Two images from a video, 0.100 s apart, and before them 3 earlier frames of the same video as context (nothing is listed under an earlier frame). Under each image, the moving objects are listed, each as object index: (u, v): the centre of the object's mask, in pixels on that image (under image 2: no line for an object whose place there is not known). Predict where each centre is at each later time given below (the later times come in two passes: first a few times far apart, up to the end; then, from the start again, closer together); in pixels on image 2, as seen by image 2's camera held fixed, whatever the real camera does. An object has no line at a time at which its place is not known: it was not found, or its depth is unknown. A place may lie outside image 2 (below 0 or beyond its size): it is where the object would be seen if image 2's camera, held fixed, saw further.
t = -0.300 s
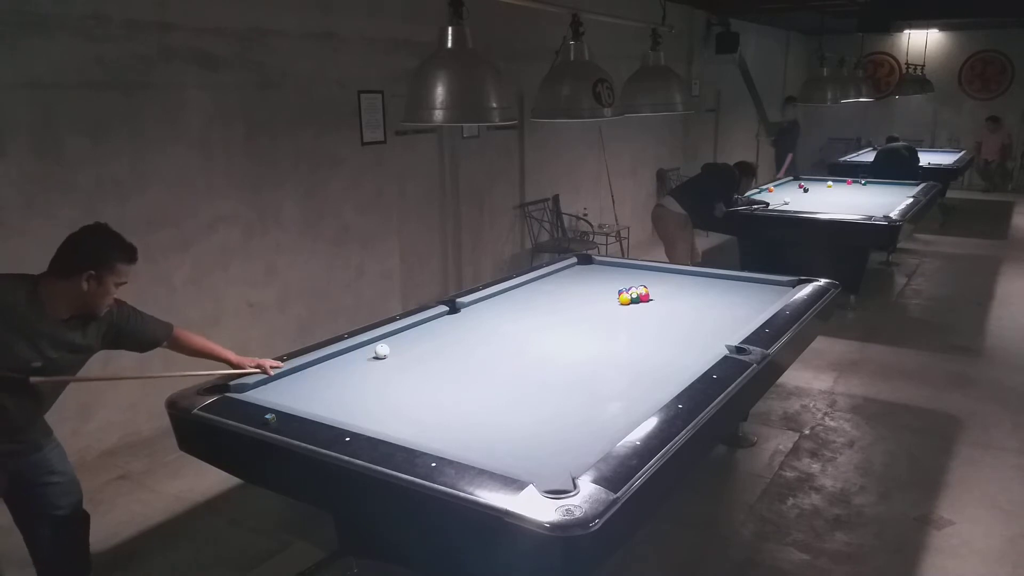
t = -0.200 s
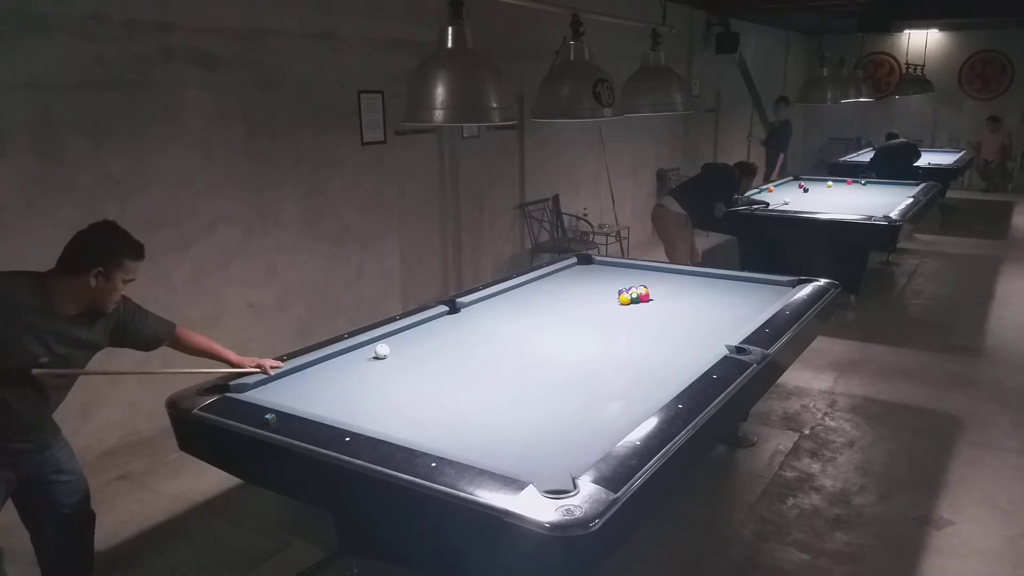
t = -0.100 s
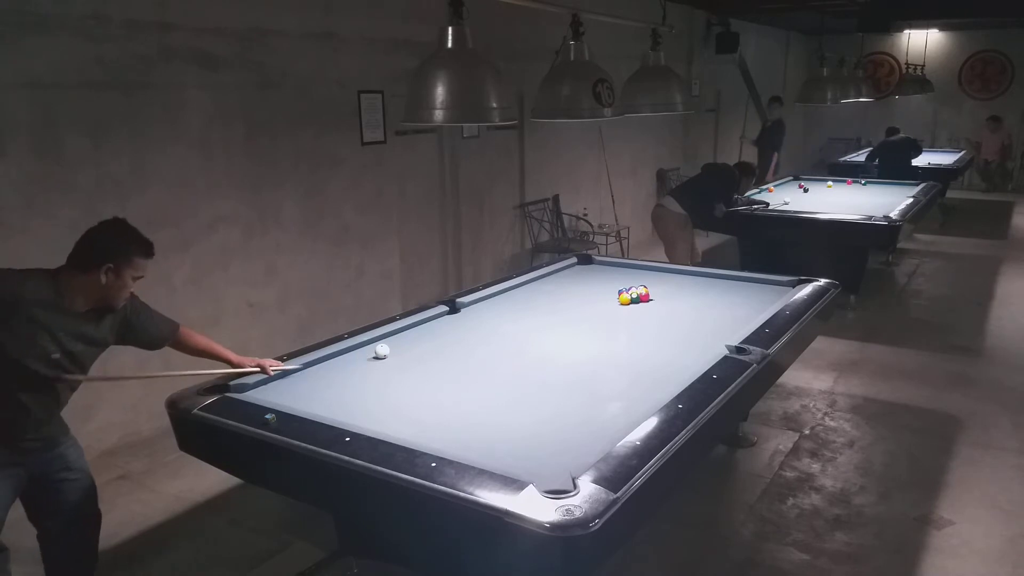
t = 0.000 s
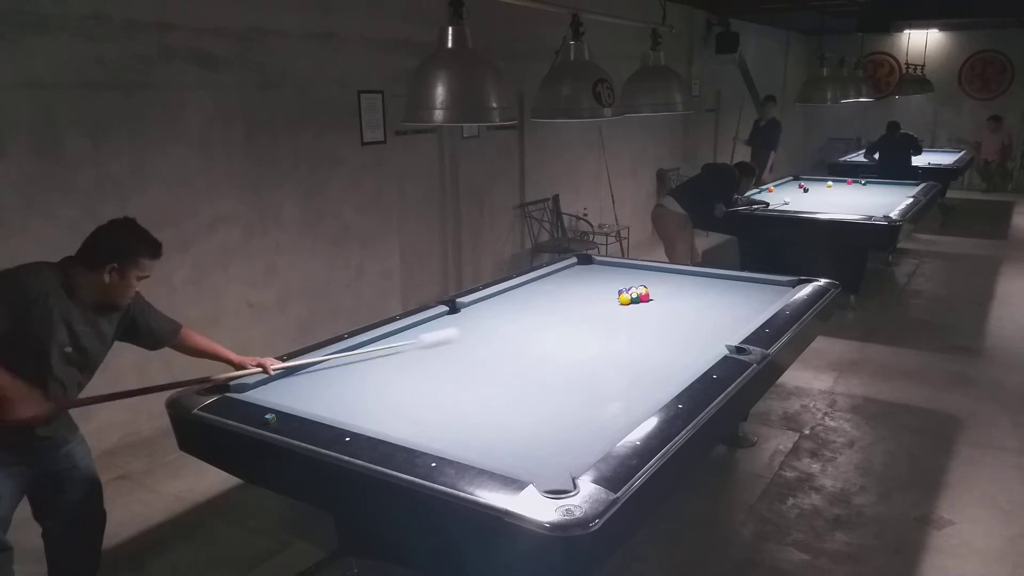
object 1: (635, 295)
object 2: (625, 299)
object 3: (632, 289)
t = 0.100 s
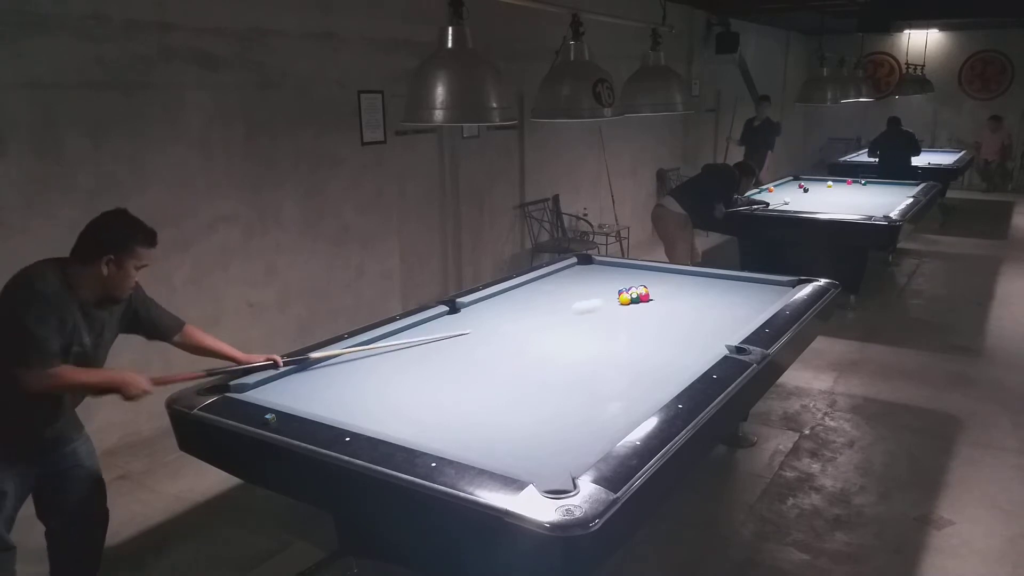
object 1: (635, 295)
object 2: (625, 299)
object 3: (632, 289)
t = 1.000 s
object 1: (713, 293)
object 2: (717, 346)
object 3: (652, 273)
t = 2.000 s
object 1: (784, 288)
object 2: (630, 378)
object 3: (599, 286)
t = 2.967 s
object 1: (789, 284)
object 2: (543, 411)
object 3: (553, 297)
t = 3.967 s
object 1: (789, 285)
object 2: (484, 452)
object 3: (511, 307)
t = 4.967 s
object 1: (790, 285)
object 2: (534, 426)
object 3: (479, 314)
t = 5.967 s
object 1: (790, 285)
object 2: (561, 411)
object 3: (460, 317)
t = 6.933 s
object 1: (790, 285)
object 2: (569, 406)
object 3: (455, 318)
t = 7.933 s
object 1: (790, 285)
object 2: (569, 406)
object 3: (454, 318)
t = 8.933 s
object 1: (790, 285)
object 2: (569, 406)
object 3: (454, 318)
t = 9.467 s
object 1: (790, 285)
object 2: (569, 406)
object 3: (455, 317)
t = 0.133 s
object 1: (635, 295)
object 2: (626, 299)
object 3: (632, 289)
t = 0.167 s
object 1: (640, 297)
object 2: (630, 300)
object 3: (636, 288)
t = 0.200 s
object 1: (644, 297)
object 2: (634, 302)
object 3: (638, 287)
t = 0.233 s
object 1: (646, 296)
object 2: (637, 304)
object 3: (640, 287)
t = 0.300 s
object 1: (652, 296)
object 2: (644, 307)
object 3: (642, 285)
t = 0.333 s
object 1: (655, 296)
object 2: (646, 309)
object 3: (644, 284)
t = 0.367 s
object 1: (659, 296)
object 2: (650, 311)
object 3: (645, 283)
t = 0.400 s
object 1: (662, 296)
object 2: (653, 313)
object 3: (647, 281)
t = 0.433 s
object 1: (665, 295)
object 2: (656, 314)
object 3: (648, 281)
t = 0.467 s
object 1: (668, 295)
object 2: (659, 316)
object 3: (650, 279)
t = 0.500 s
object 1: (671, 295)
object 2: (663, 318)
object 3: (651, 278)
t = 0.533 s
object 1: (674, 295)
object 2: (666, 320)
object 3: (653, 277)
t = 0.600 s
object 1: (679, 295)
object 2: (673, 323)
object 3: (655, 275)
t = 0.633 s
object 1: (682, 294)
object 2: (676, 325)
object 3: (657, 274)
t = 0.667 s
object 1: (685, 294)
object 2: (680, 327)
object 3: (658, 273)
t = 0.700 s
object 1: (688, 294)
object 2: (683, 329)
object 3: (659, 272)
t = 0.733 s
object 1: (691, 294)
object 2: (687, 331)
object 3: (661, 272)
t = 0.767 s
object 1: (694, 294)
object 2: (691, 332)
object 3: (662, 270)
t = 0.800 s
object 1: (696, 294)
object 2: (694, 334)
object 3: (662, 270)
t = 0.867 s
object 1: (702, 293)
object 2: (702, 338)
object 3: (659, 271)
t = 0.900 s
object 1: (705, 293)
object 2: (706, 340)
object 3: (657, 271)
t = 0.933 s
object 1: (708, 293)
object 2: (710, 342)
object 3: (656, 271)
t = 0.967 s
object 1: (710, 293)
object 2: (714, 344)
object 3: (653, 272)
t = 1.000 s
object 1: (713, 293)
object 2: (717, 346)
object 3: (652, 273)
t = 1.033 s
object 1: (716, 292)
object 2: (715, 346)
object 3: (650, 273)
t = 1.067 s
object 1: (718, 292)
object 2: (711, 348)
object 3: (648, 273)
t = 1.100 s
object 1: (721, 292)
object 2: (709, 349)
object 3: (646, 274)
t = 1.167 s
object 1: (726, 292)
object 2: (703, 351)
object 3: (643, 275)
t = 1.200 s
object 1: (729, 292)
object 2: (700, 352)
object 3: (641, 275)
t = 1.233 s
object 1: (731, 292)
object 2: (697, 353)
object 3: (639, 276)
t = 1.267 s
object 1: (734, 291)
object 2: (695, 355)
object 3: (637, 276)
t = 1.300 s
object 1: (736, 291)
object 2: (692, 356)
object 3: (636, 276)
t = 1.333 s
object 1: (739, 291)
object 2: (689, 357)
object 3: (634, 277)
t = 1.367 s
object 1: (741, 291)
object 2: (686, 358)
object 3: (632, 278)
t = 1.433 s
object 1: (746, 291)
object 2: (680, 360)
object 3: (629, 278)
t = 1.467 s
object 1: (748, 290)
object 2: (677, 361)
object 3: (627, 279)
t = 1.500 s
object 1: (751, 290)
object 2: (674, 362)
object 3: (625, 279)
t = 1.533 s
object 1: (753, 290)
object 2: (671, 363)
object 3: (623, 280)
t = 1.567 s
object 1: (755, 290)
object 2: (669, 364)
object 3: (622, 280)
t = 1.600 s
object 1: (758, 290)
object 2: (666, 365)
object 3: (620, 281)
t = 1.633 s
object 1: (760, 290)
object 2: (663, 367)
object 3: (618, 281)
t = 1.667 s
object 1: (762, 289)
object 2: (660, 367)
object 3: (617, 281)
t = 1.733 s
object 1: (766, 288)
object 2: (654, 369)
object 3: (613, 282)
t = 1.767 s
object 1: (769, 288)
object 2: (651, 371)
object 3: (611, 283)
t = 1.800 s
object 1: (772, 288)
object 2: (648, 371)
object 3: (609, 283)
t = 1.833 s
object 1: (774, 289)
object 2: (645, 373)
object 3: (608, 284)
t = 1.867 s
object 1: (775, 289)
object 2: (642, 374)
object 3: (606, 284)
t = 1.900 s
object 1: (777, 288)
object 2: (639, 375)
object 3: (605, 284)
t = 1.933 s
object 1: (779, 289)
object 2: (636, 376)
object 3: (603, 285)
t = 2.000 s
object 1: (784, 288)
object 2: (630, 378)
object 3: (599, 286)
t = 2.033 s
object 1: (785, 288)
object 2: (627, 379)
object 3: (598, 286)
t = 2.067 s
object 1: (787, 287)
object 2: (624, 380)
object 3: (596, 287)
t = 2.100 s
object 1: (789, 287)
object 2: (621, 381)
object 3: (594, 287)
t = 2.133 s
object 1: (790, 286)
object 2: (618, 383)
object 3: (593, 288)
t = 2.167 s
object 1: (790, 286)
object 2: (615, 384)
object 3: (591, 288)
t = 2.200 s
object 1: (790, 286)
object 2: (612, 385)
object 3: (589, 288)
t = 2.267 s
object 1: (790, 286)
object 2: (606, 387)
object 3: (586, 289)
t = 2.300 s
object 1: (789, 285)
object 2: (603, 388)
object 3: (584, 290)
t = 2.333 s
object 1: (789, 285)
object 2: (600, 389)
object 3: (583, 290)
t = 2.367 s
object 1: (789, 285)
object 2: (597, 391)
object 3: (581, 290)
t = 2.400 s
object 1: (789, 285)
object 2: (594, 391)
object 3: (580, 291)
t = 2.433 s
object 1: (789, 285)
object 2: (591, 393)
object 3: (578, 291)
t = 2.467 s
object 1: (789, 285)
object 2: (588, 394)
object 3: (576, 292)
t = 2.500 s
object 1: (789, 285)
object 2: (585, 395)
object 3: (575, 292)
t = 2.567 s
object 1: (789, 284)
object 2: (579, 397)
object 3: (571, 293)
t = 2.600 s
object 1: (789, 284)
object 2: (576, 398)
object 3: (570, 293)
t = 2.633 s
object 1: (789, 284)
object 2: (573, 399)
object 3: (568, 294)
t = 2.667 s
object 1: (789, 284)
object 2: (570, 400)
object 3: (567, 294)
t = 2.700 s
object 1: (789, 284)
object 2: (568, 402)
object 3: (565, 294)
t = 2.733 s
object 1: (789, 284)
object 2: (564, 403)
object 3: (564, 295)
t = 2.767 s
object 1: (789, 284)
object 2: (561, 404)
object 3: (562, 295)
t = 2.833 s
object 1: (789, 284)
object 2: (555, 406)
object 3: (559, 296)
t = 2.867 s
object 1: (789, 284)
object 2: (552, 407)
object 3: (557, 296)
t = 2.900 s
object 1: (789, 285)
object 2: (550, 408)
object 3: (556, 296)
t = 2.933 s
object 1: (789, 285)
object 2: (546, 410)
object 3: (554, 297)
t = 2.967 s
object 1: (789, 284)
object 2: (543, 411)
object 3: (553, 297)
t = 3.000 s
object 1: (789, 285)
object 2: (540, 412)
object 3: (551, 298)
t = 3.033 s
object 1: (789, 285)
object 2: (538, 413)
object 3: (550, 298)
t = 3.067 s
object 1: (789, 285)
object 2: (534, 414)
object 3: (548, 298)
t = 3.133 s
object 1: (790, 285)
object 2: (529, 416)
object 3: (545, 299)
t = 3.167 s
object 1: (789, 285)
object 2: (525, 418)
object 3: (544, 299)
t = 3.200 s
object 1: (790, 285)
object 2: (522, 418)
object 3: (542, 300)
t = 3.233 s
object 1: (790, 285)
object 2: (519, 419)
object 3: (541, 300)
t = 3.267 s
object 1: (789, 285)
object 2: (516, 421)
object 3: (539, 301)
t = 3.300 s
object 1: (790, 285)
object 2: (513, 422)
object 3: (538, 301)
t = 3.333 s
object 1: (790, 285)
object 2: (510, 423)
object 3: (536, 301)
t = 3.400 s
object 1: (790, 285)
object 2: (506, 428)
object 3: (534, 302)
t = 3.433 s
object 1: (790, 285)
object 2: (503, 430)
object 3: (532, 302)
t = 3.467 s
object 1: (790, 284)
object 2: (501, 432)
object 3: (531, 303)
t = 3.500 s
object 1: (790, 284)
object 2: (499, 435)
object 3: (529, 303)
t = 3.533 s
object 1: (790, 285)
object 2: (496, 437)
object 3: (528, 303)
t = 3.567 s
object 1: (790, 285)
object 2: (494, 440)
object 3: (527, 304)
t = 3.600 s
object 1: (790, 284)
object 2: (491, 442)
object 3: (525, 304)
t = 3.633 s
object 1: (790, 285)
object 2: (489, 445)
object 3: (524, 304)
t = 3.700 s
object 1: (790, 284)
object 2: (484, 449)
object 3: (521, 305)
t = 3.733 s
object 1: (790, 285)
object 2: (482, 450)
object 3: (520, 305)
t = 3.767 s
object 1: (790, 285)
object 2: (479, 451)
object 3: (519, 305)
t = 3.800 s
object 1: (790, 285)
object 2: (477, 452)
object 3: (517, 306)
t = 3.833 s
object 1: (790, 285)
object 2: (475, 453)
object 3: (516, 306)
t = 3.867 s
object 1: (790, 285)
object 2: (477, 453)
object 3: (514, 306)
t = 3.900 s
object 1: (790, 285)
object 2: (479, 452)
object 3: (513, 306)
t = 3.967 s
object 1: (789, 285)
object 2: (484, 452)
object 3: (511, 307)
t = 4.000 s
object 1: (789, 285)
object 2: (485, 451)
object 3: (509, 307)
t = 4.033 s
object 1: (789, 285)
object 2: (488, 450)
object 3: (508, 307)
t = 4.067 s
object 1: (789, 285)
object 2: (490, 448)
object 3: (507, 308)
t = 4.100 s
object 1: (789, 285)
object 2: (492, 447)
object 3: (506, 308)
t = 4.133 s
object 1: (789, 285)
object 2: (494, 446)
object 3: (505, 308)
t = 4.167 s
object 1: (789, 285)
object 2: (496, 445)
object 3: (504, 308)
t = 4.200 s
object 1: (789, 285)
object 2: (498, 444)
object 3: (502, 309)
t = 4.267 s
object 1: (789, 285)
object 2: (501, 442)
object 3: (500, 309)
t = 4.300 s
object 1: (789, 285)
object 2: (503, 441)
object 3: (499, 309)
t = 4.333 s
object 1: (789, 285)
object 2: (505, 440)
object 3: (498, 310)
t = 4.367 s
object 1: (789, 285)
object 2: (507, 439)
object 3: (497, 310)
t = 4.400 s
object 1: (789, 285)
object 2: (508, 438)
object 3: (496, 310)
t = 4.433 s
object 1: (789, 285)
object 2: (510, 437)
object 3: (495, 310)
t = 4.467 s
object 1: (790, 284)
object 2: (512, 437)
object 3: (494, 311)
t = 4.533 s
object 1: (789, 284)
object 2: (515, 435)
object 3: (491, 311)
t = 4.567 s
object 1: (790, 284)
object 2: (517, 434)
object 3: (490, 311)
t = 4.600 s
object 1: (790, 285)
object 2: (518, 433)
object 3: (489, 311)
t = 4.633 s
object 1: (790, 285)
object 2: (520, 433)
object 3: (488, 312)
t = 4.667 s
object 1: (790, 285)
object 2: (521, 432)
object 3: (487, 312)
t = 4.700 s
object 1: (790, 285)
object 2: (523, 431)
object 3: (486, 312)
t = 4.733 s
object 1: (790, 285)
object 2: (524, 430)
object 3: (485, 312)
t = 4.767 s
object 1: (790, 285)
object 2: (526, 430)
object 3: (484, 312)
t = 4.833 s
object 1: (790, 285)
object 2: (528, 428)
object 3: (483, 313)
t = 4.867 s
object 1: (790, 285)
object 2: (530, 428)
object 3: (482, 313)
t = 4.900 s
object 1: (790, 285)
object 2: (531, 427)
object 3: (481, 313)
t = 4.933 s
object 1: (790, 285)
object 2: (532, 426)
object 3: (480, 313)
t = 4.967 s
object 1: (790, 285)
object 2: (534, 426)
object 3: (479, 314)
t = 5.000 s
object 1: (790, 285)
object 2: (535, 425)
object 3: (478, 314)
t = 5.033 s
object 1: (790, 285)
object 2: (536, 425)
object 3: (477, 314)
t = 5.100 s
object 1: (790, 285)
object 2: (539, 423)
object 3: (476, 314)
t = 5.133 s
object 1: (790, 285)
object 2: (540, 423)
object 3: (475, 314)
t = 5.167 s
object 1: (790, 285)
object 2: (541, 422)
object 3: (474, 315)
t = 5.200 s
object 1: (790, 285)
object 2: (542, 422)
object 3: (473, 315)
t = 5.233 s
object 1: (790, 285)
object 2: (543, 421)
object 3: (473, 315)
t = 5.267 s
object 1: (790, 285)
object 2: (544, 420)
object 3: (472, 315)
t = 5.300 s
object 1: (790, 285)
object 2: (545, 420)
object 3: (471, 315)
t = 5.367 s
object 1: (790, 285)
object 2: (547, 419)
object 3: (470, 315)
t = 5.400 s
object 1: (790, 285)
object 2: (548, 418)
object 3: (469, 316)
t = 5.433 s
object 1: (790, 285)
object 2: (549, 418)
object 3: (468, 316)
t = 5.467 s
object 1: (790, 285)
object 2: (550, 418)
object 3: (468, 316)
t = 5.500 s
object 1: (790, 285)
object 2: (551, 417)
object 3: (467, 316)
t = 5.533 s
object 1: (790, 285)
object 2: (552, 417)
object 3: (467, 316)
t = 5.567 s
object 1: (790, 285)
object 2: (553, 416)
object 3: (466, 316)
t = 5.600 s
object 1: (790, 285)
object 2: (554, 415)
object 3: (465, 316)
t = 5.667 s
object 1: (790, 285)
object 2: (555, 415)
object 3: (464, 317)
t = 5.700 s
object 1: (790, 285)
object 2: (556, 414)
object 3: (464, 317)
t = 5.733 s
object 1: (790, 285)
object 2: (557, 414)
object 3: (463, 317)
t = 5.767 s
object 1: (790, 285)
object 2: (558, 413)
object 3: (463, 317)
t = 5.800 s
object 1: (790, 285)
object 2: (558, 413)
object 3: (462, 317)
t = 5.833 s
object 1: (790, 285)
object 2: (559, 412)
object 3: (462, 317)
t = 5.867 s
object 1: (790, 285)
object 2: (560, 412)
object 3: (461, 317)
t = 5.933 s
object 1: (790, 285)
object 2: (561, 411)
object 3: (460, 317)
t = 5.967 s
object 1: (790, 285)
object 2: (561, 411)
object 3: (460, 317)
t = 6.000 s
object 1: (790, 285)
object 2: (562, 411)
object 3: (460, 317)
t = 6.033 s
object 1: (790, 285)
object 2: (562, 411)
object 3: (459, 317)
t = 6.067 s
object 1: (790, 285)
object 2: (563, 410)
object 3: (459, 317)
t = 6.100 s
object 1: (790, 285)
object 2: (563, 410)
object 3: (458, 317)
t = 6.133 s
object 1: (790, 285)
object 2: (563, 410)
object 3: (458, 317)
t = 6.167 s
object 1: (790, 285)
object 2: (564, 409)
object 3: (458, 317)
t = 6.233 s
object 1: (790, 285)
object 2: (564, 409)
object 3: (457, 318)
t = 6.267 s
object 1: (790, 285)
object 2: (565, 408)
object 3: (457, 318)
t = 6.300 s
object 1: (790, 285)
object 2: (565, 408)
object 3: (457, 318)
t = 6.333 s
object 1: (790, 285)
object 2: (565, 408)
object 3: (456, 318)
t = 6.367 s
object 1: (790, 285)
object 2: (566, 408)
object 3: (456, 318)
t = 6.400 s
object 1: (790, 285)
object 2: (566, 407)
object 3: (456, 318)
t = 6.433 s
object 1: (790, 285)
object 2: (566, 407)
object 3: (456, 318)
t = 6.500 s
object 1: (790, 285)
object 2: (567, 407)
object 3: (456, 318)
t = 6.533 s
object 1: (790, 285)
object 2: (567, 407)
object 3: (455, 318)
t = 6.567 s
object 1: (790, 285)
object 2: (567, 407)
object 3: (455, 318)
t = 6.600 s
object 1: (790, 285)
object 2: (568, 407)
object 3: (455, 318)
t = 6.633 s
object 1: (790, 285)
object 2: (568, 407)
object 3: (455, 318)
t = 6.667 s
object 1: (790, 285)
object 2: (568, 406)
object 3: (455, 318)
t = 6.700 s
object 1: (790, 285)
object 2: (568, 406)
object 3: (455, 318)
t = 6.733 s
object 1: (790, 285)
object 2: (569, 406)
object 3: (455, 318)
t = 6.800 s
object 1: (790, 285)
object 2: (569, 406)
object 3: (455, 318)
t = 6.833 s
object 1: (790, 285)
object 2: (569, 406)
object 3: (455, 318)
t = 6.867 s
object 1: (790, 285)
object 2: (569, 406)
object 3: (455, 318)
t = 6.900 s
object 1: (790, 285)
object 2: (569, 406)
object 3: (455, 318)
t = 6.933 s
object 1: (790, 285)
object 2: (569, 406)
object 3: (455, 318)
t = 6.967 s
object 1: (790, 285)
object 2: (569, 406)
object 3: (455, 318)
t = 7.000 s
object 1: (790, 285)
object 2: (569, 406)
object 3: (455, 318)
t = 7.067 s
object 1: (790, 285)
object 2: (569, 406)
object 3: (455, 318)
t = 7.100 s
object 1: (790, 285)
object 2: (569, 406)
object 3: (455, 318)
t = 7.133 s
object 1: (790, 285)
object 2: (569, 406)
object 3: (455, 318)
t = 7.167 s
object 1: (790, 285)
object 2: (569, 406)
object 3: (455, 318)
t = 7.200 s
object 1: (790, 285)
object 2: (569, 406)
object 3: (455, 318)
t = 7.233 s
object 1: (790, 285)
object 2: (569, 406)
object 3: (455, 318)
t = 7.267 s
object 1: (790, 285)
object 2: (569, 406)
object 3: (455, 318)
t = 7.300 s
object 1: (790, 285)
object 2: (569, 406)
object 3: (454, 318)
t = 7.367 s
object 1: (790, 285)
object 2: (569, 406)
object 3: (454, 318)
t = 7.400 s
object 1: (790, 285)
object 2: (569, 406)
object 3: (454, 318)
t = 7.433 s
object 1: (790, 285)
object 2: (569, 406)
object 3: (454, 318)
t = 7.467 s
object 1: (790, 285)
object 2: (569, 406)
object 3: (454, 318)
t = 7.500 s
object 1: (790, 285)
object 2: (569, 406)
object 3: (454, 318)
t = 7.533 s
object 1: (790, 285)
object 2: (569, 406)
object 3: (454, 318)
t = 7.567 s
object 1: (790, 285)
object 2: (569, 406)
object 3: (454, 318)
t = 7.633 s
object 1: (790, 285)
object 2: (569, 406)
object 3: (454, 318)
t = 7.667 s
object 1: (790, 285)
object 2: (569, 406)
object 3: (454, 318)
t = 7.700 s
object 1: (790, 285)
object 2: (569, 406)
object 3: (454, 318)
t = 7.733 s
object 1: (790, 285)
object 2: (569, 406)
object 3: (454, 318)
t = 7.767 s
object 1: (790, 285)
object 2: (569, 406)
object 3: (454, 318)
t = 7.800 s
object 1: (790, 285)
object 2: (569, 406)
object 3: (454, 318)
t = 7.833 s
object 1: (790, 285)
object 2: (569, 406)
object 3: (454, 318)
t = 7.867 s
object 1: (790, 285)
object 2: (569, 406)
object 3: (454, 318)
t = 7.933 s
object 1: (790, 285)
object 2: (569, 406)
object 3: (454, 318)
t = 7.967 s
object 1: (790, 285)
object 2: (569, 406)
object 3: (454, 318)
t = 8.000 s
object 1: (790, 285)
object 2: (569, 406)
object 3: (454, 318)
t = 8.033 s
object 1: (790, 285)
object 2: (569, 406)
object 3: (454, 318)
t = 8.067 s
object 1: (790, 285)
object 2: (569, 406)
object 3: (454, 318)
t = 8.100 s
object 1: (790, 285)
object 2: (569, 406)
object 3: (454, 318)
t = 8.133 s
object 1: (790, 285)
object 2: (569, 406)
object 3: (454, 318)
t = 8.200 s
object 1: (790, 285)
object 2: (569, 406)
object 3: (454, 318)
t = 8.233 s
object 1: (790, 285)
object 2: (569, 406)
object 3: (454, 318)
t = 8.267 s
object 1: (790, 285)
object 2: (569, 406)
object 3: (454, 318)
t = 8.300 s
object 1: (790, 285)
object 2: (569, 406)
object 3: (454, 318)
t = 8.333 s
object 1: (790, 285)
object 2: (569, 406)
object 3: (454, 318)
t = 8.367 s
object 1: (790, 285)
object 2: (569, 406)
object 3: (454, 318)
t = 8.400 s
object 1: (790, 285)
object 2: (569, 406)
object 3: (454, 318)
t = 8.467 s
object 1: (790, 285)
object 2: (569, 406)
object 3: (454, 318)
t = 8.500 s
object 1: (790, 285)
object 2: (569, 406)
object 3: (454, 318)
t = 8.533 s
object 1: (790, 285)
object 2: (569, 406)
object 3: (454, 318)
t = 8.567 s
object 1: (790, 285)
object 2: (569, 406)
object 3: (454, 318)
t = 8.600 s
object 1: (790, 285)
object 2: (569, 406)
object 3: (454, 318)
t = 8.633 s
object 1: (790, 285)
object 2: (569, 406)
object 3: (454, 318)
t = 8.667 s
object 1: (790, 285)
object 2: (569, 406)
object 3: (454, 318)
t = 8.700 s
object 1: (790, 285)
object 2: (569, 406)
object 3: (454, 318)
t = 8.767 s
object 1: (790, 285)
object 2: (569, 406)
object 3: (454, 318)
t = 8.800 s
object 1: (790, 285)
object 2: (569, 406)
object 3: (454, 318)
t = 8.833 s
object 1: (790, 285)
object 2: (569, 406)
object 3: (454, 318)
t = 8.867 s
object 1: (790, 285)
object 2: (569, 406)
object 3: (454, 318)
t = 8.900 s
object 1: (790, 285)
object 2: (569, 406)
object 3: (454, 318)
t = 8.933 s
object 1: (790, 285)
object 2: (569, 406)
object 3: (454, 318)
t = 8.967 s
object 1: (790, 285)
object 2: (569, 406)
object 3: (454, 318)
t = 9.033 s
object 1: (790, 285)
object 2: (569, 406)
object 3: (454, 318)
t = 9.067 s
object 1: (790, 285)
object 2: (569, 406)
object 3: (454, 318)
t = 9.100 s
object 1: (790, 285)
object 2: (569, 406)
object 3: (454, 318)
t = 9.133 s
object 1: (790, 285)
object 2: (569, 406)
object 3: (454, 318)
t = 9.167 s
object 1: (790, 285)
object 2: (569, 406)
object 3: (454, 318)
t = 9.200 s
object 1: (790, 285)
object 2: (569, 406)
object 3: (454, 318)
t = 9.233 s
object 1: (790, 285)
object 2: (569, 406)
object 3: (454, 318)
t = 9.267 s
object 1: (790, 285)
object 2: (569, 406)
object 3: (454, 318)
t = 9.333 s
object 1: (790, 285)
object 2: (569, 406)
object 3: (454, 318)
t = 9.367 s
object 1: (790, 285)
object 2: (569, 406)
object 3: (454, 318)
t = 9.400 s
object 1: (790, 285)
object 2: (569, 406)
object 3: (454, 318)
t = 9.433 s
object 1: (790, 285)
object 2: (569, 406)
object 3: (454, 318)
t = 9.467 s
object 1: (790, 285)
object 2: (569, 406)
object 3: (455, 317)
